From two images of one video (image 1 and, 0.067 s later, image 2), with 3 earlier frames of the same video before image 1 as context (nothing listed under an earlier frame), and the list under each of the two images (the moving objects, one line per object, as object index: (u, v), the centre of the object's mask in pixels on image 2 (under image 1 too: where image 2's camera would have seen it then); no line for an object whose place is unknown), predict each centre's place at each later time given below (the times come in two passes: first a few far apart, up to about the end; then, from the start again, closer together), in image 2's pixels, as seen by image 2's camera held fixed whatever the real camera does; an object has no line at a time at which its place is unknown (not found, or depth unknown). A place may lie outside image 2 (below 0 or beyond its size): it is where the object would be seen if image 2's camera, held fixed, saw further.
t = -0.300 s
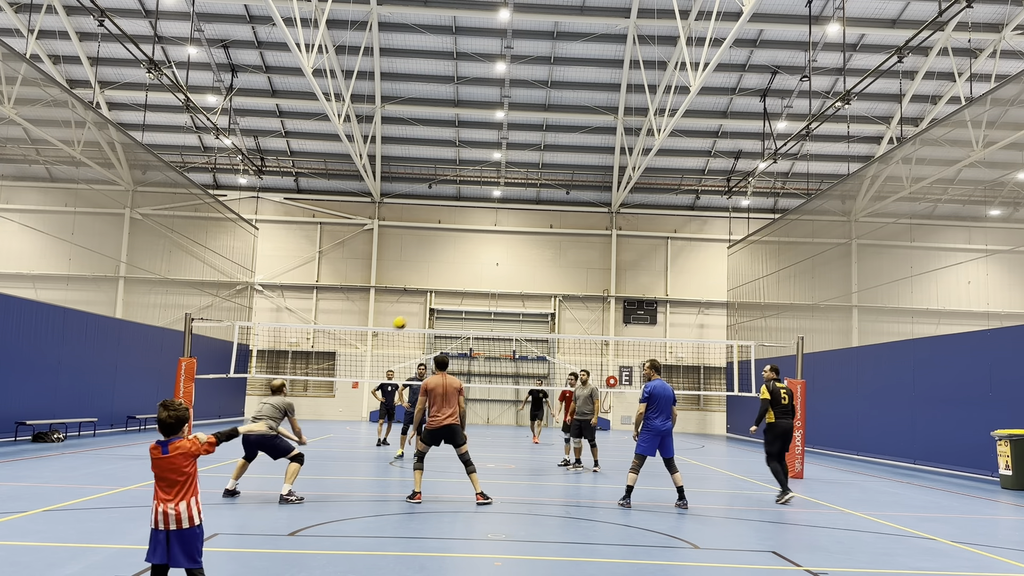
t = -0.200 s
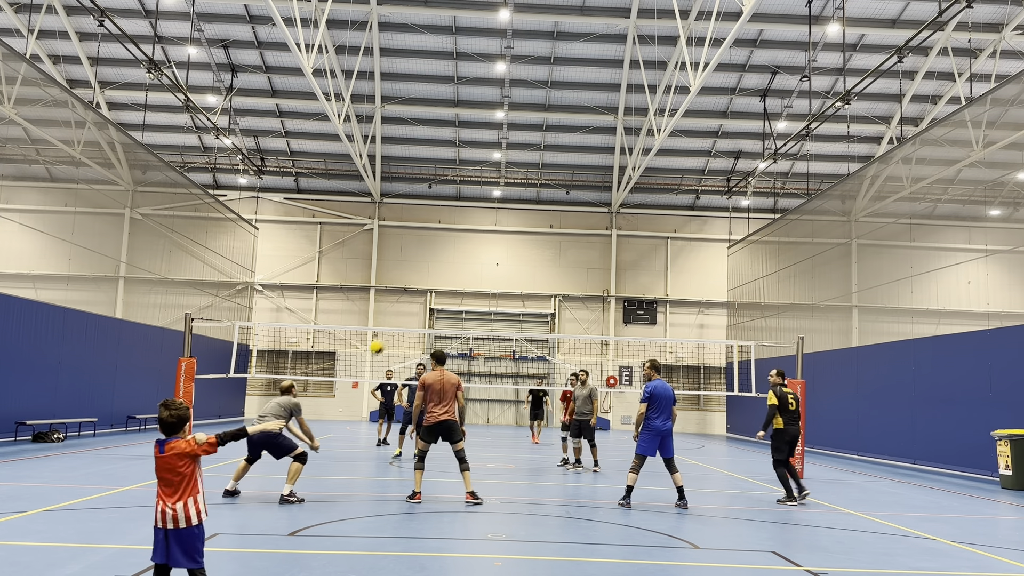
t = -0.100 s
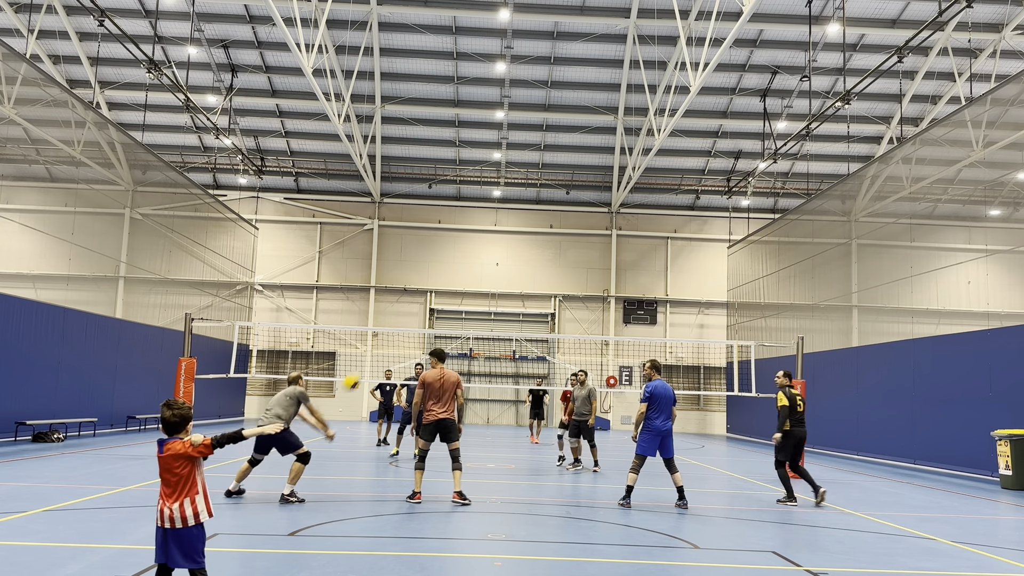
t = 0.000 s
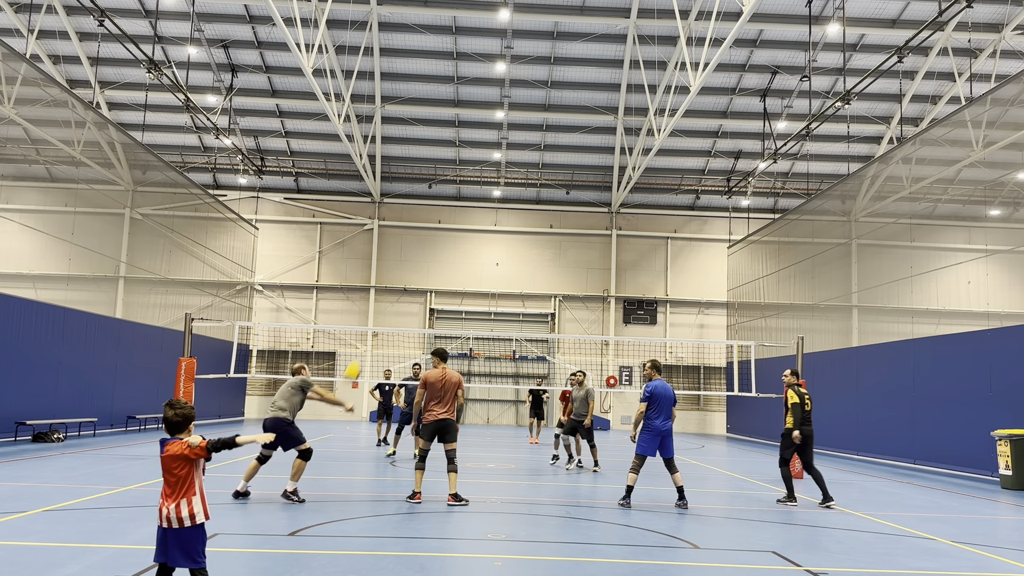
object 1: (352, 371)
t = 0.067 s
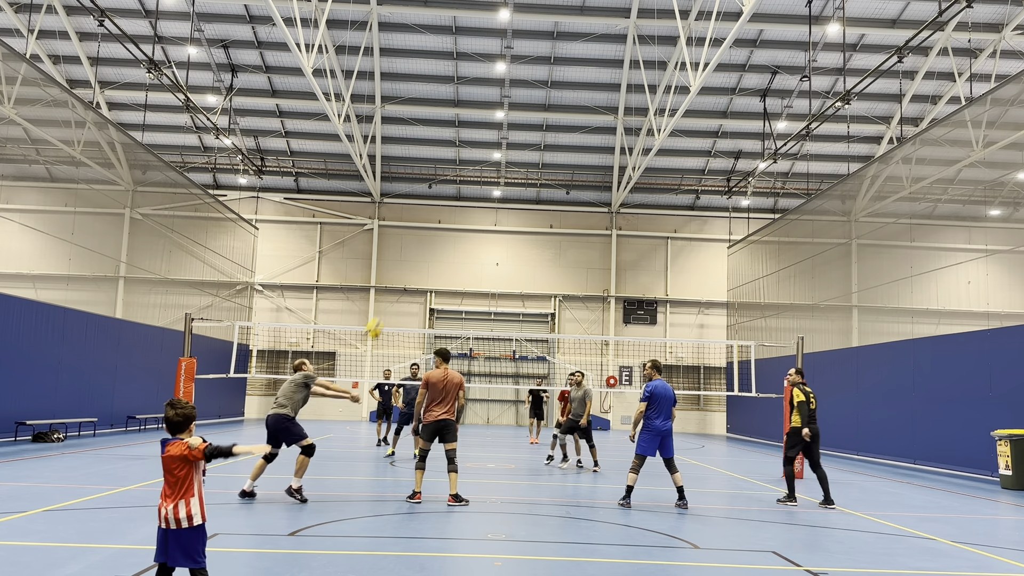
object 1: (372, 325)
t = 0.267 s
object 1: (429, 230)
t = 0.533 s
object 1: (493, 157)
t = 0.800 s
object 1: (548, 137)
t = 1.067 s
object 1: (597, 164)
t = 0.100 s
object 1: (381, 307)
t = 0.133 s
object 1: (391, 290)
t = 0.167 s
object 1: (400, 272)
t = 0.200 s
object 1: (410, 256)
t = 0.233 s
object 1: (420, 242)
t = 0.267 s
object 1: (429, 230)
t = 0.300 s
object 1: (438, 217)
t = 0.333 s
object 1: (446, 206)
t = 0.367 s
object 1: (452, 193)
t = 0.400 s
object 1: (459, 186)
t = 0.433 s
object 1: (468, 177)
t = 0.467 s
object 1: (477, 167)
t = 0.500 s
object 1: (484, 163)
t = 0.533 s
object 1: (493, 157)
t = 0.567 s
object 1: (501, 150)
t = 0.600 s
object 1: (508, 147)
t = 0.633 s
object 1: (515, 144)
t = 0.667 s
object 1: (519, 140)
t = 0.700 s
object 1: (526, 139)
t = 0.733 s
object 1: (535, 138)
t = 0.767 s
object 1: (540, 136)
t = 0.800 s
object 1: (548, 137)
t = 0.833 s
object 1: (554, 138)
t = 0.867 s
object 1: (560, 140)
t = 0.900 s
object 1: (566, 142)
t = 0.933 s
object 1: (572, 145)
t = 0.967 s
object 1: (579, 149)
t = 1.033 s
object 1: (590, 158)
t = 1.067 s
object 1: (597, 164)
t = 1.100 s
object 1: (601, 170)
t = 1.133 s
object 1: (607, 177)
